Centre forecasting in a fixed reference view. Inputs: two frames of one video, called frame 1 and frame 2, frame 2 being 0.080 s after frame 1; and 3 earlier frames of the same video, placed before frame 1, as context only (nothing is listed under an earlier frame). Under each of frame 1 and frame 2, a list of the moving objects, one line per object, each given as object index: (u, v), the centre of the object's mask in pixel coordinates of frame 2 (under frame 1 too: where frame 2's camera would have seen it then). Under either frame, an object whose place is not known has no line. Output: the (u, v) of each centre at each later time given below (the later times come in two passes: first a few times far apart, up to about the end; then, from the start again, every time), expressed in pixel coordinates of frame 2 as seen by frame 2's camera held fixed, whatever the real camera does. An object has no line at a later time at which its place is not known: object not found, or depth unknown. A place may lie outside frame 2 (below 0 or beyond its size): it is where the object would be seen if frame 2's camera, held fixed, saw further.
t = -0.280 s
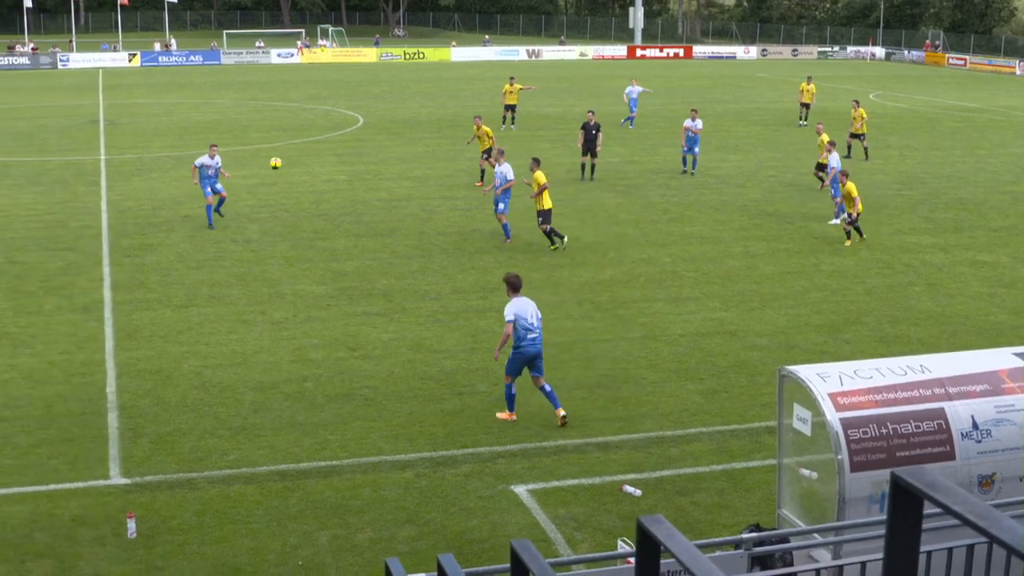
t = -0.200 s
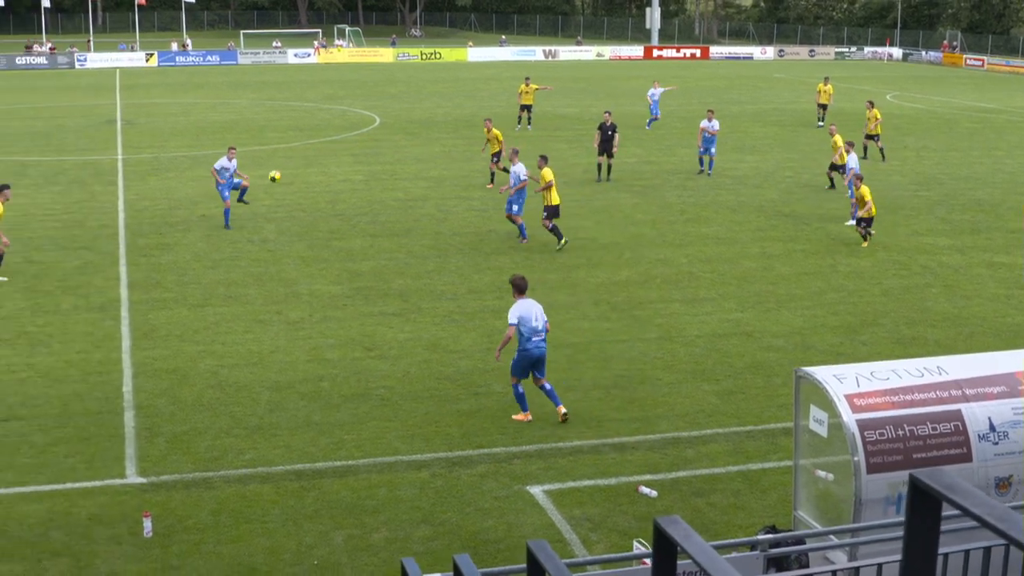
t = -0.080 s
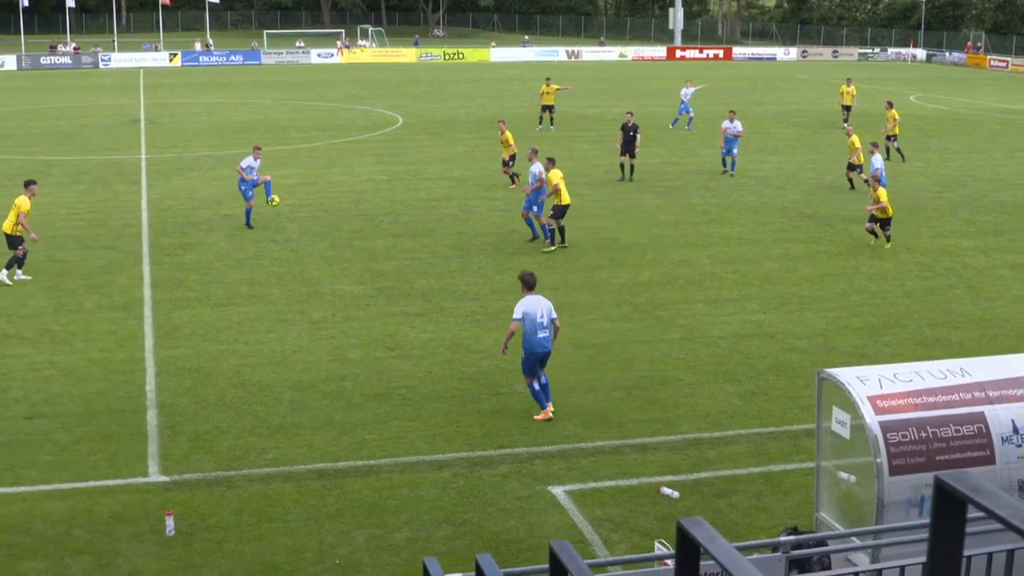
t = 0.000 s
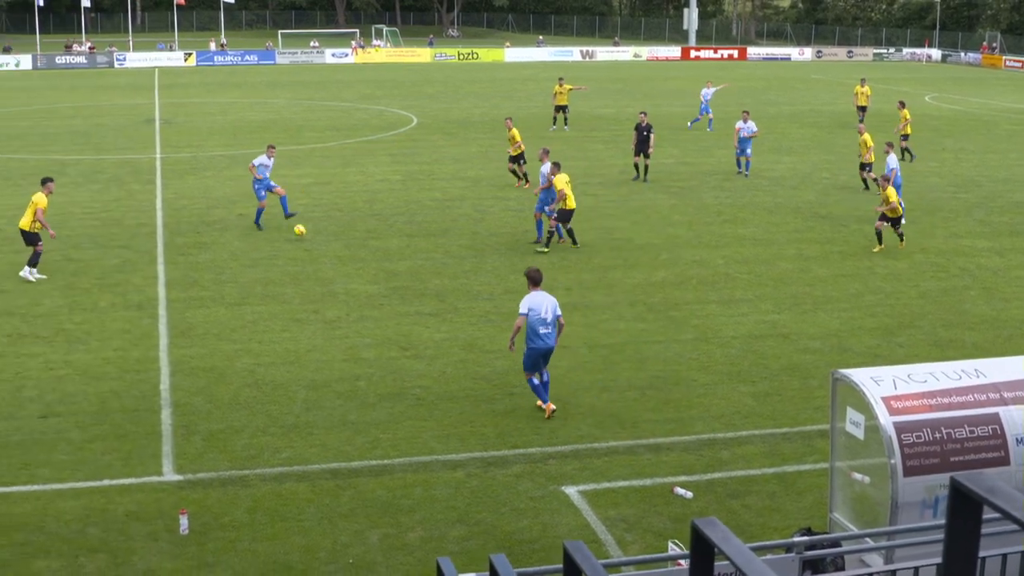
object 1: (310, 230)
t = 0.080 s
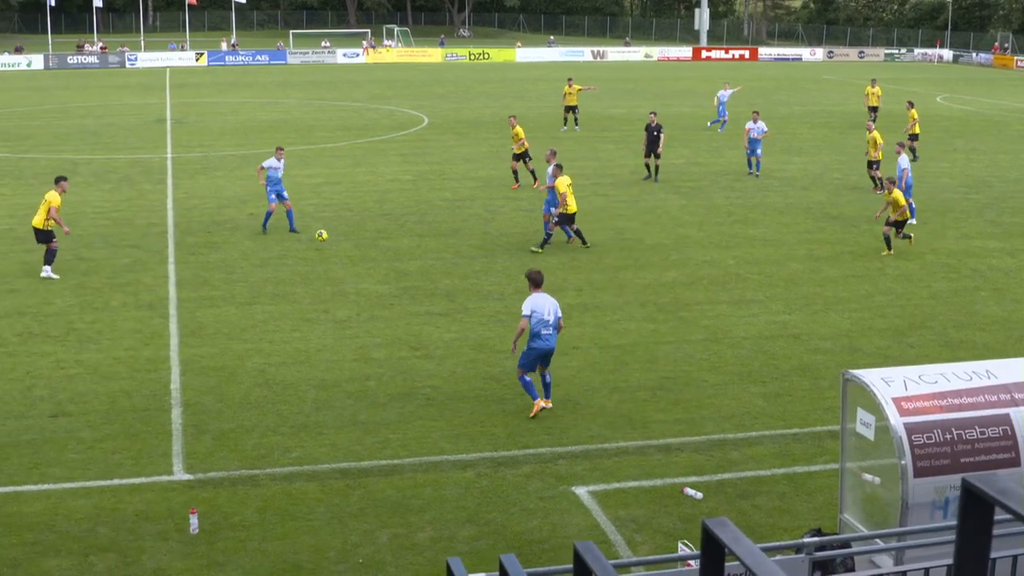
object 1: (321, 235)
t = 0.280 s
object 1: (346, 228)
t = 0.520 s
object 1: (380, 255)
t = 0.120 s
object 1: (326, 232)
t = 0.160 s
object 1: (331, 230)
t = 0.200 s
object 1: (336, 228)
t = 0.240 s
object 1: (341, 228)
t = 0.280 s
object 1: (346, 228)
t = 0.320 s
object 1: (352, 230)
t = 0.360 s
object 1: (358, 232)
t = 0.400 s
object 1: (363, 236)
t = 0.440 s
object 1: (368, 241)
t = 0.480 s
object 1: (374, 247)
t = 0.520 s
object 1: (380, 255)
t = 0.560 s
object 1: (387, 263)
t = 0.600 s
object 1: (393, 273)
